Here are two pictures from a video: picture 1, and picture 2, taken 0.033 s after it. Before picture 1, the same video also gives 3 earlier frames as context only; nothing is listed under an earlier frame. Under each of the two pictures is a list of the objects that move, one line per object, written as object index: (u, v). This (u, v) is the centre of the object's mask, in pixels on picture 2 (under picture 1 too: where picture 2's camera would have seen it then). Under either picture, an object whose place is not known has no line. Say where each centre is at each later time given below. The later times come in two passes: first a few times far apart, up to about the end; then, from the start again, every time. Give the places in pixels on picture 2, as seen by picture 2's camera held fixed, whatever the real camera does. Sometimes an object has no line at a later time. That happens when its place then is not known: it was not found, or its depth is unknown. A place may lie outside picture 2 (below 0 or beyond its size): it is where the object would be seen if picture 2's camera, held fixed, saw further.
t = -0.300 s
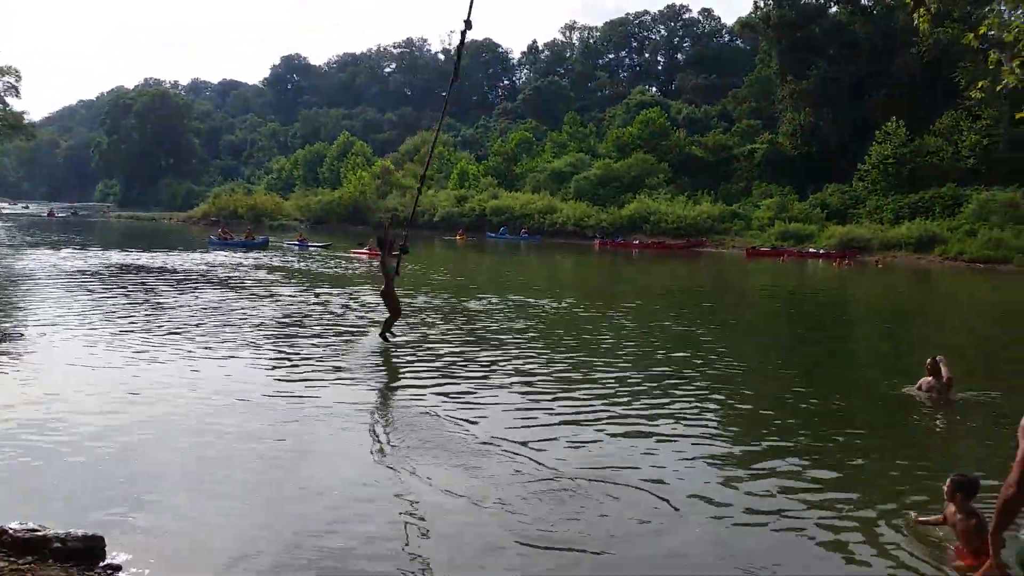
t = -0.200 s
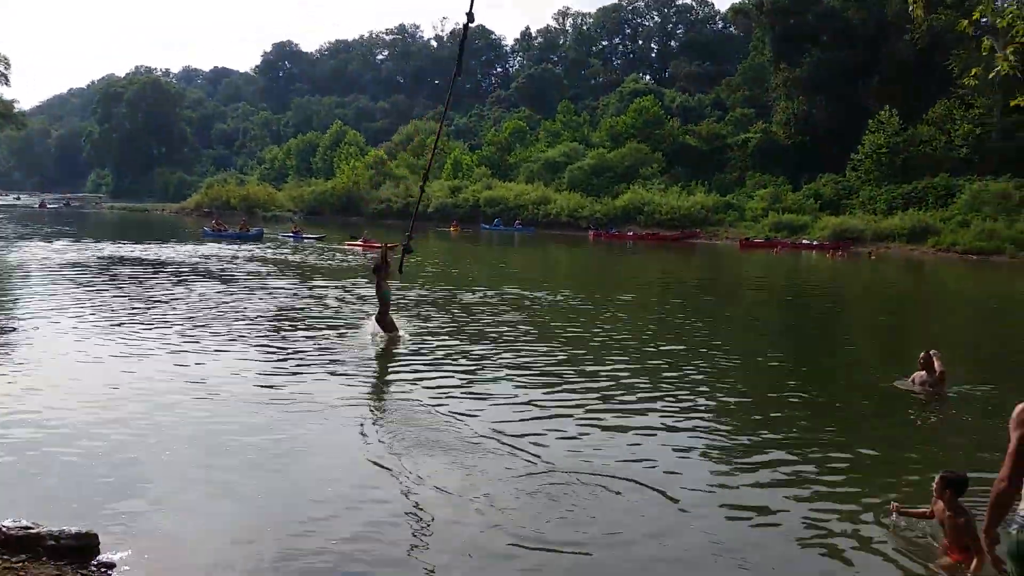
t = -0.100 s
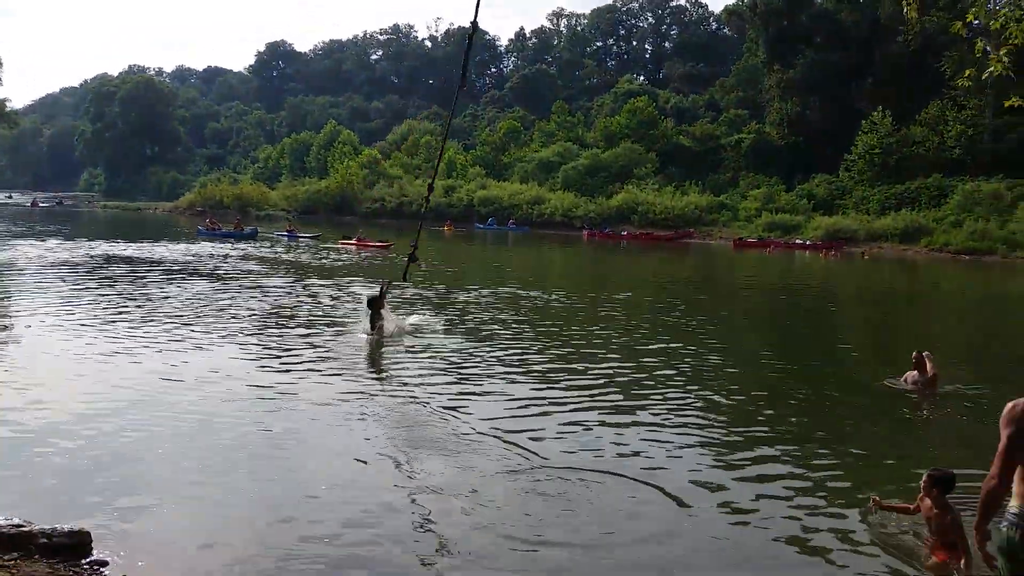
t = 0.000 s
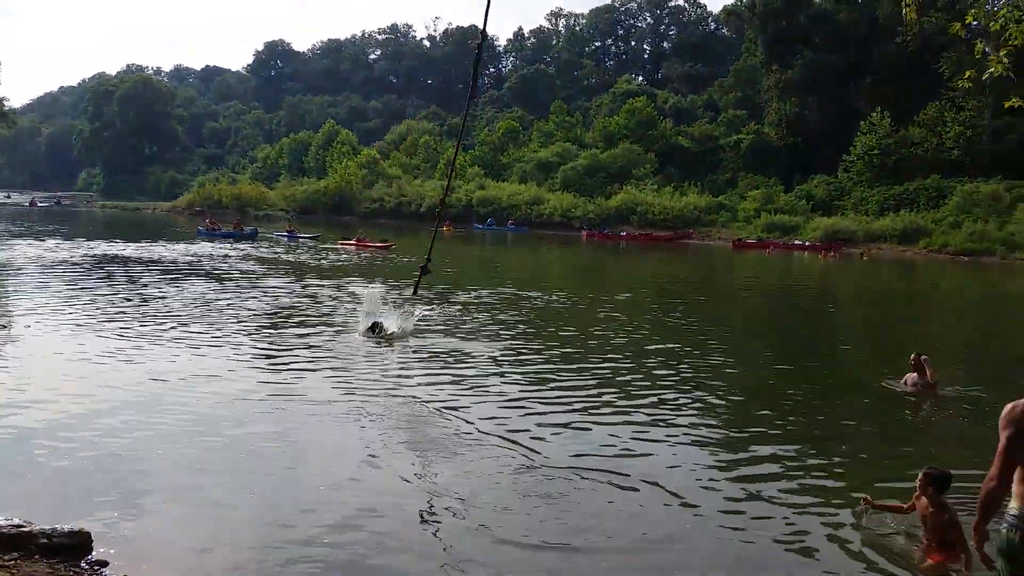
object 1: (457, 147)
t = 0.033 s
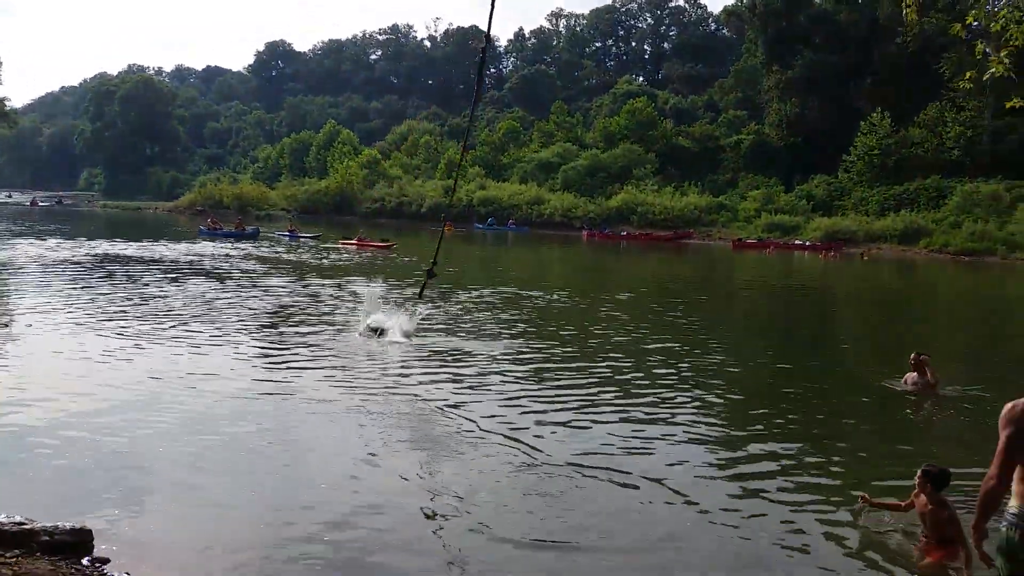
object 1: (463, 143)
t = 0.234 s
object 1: (492, 166)
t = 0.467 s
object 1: (530, 175)
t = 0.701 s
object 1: (572, 208)
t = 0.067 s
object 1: (467, 154)
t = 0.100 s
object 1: (472, 152)
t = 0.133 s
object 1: (475, 155)
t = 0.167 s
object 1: (481, 159)
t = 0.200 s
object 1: (488, 161)
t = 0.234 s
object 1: (492, 166)
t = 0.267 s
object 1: (497, 166)
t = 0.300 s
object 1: (503, 168)
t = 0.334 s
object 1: (509, 168)
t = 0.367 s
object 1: (514, 175)
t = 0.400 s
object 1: (518, 178)
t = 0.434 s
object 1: (524, 179)
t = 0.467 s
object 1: (530, 175)
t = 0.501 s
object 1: (536, 186)
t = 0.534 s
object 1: (541, 183)
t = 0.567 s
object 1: (547, 195)
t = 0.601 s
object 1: (553, 191)
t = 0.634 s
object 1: (559, 196)
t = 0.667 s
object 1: (565, 204)
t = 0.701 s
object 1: (572, 208)
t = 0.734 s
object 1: (578, 208)
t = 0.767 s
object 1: (586, 217)
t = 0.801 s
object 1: (594, 221)
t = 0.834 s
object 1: (602, 221)
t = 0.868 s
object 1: (611, 228)
